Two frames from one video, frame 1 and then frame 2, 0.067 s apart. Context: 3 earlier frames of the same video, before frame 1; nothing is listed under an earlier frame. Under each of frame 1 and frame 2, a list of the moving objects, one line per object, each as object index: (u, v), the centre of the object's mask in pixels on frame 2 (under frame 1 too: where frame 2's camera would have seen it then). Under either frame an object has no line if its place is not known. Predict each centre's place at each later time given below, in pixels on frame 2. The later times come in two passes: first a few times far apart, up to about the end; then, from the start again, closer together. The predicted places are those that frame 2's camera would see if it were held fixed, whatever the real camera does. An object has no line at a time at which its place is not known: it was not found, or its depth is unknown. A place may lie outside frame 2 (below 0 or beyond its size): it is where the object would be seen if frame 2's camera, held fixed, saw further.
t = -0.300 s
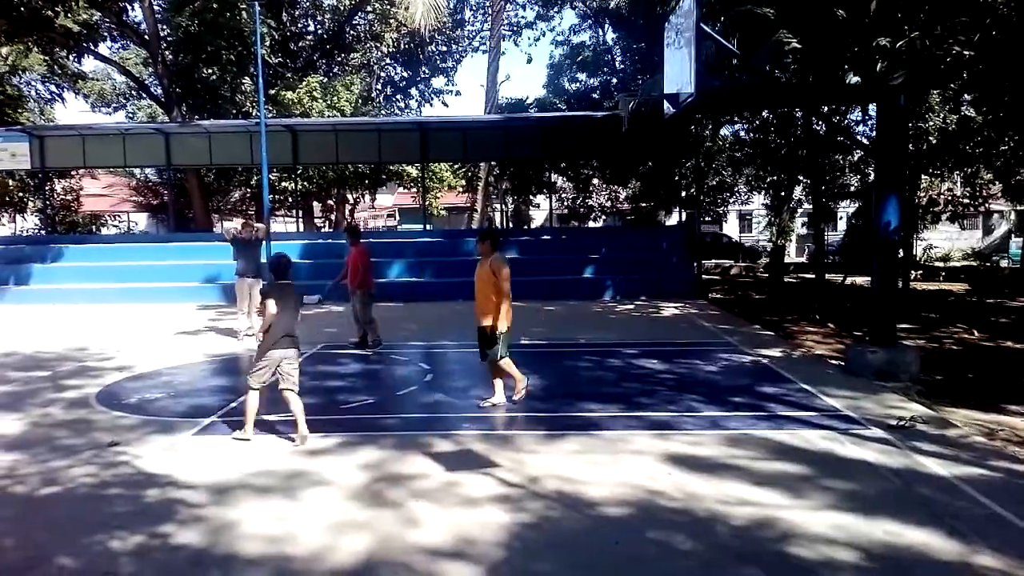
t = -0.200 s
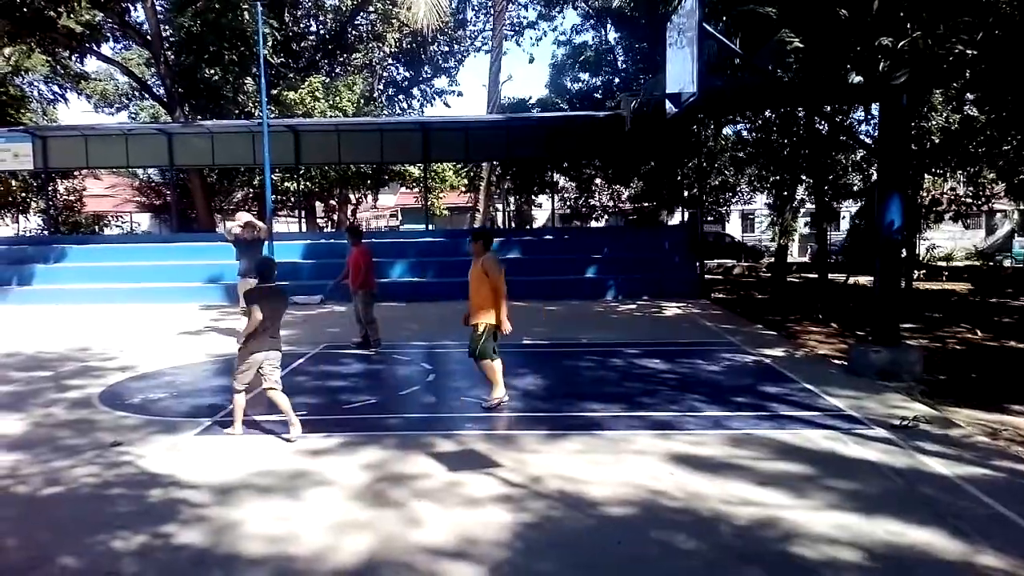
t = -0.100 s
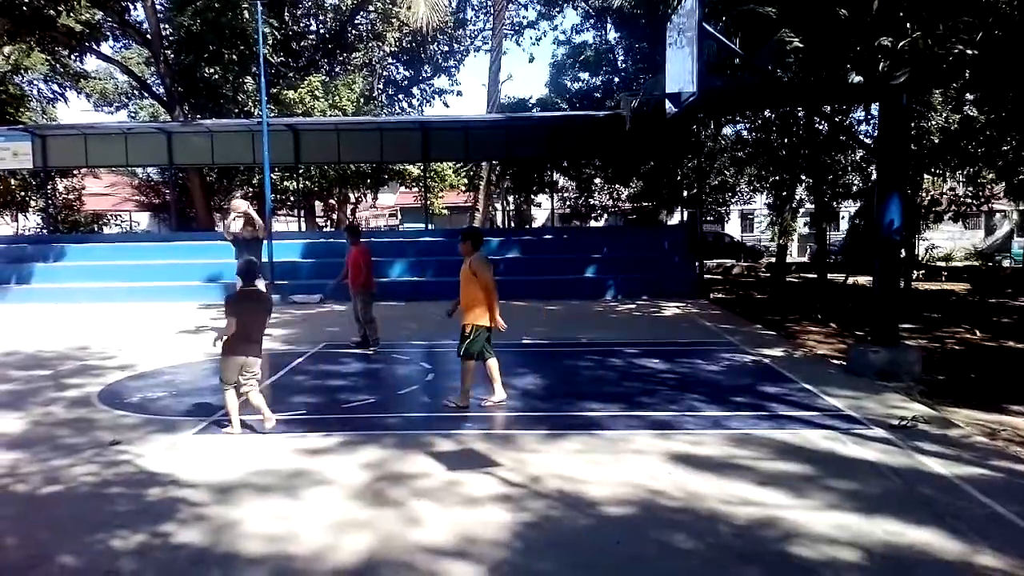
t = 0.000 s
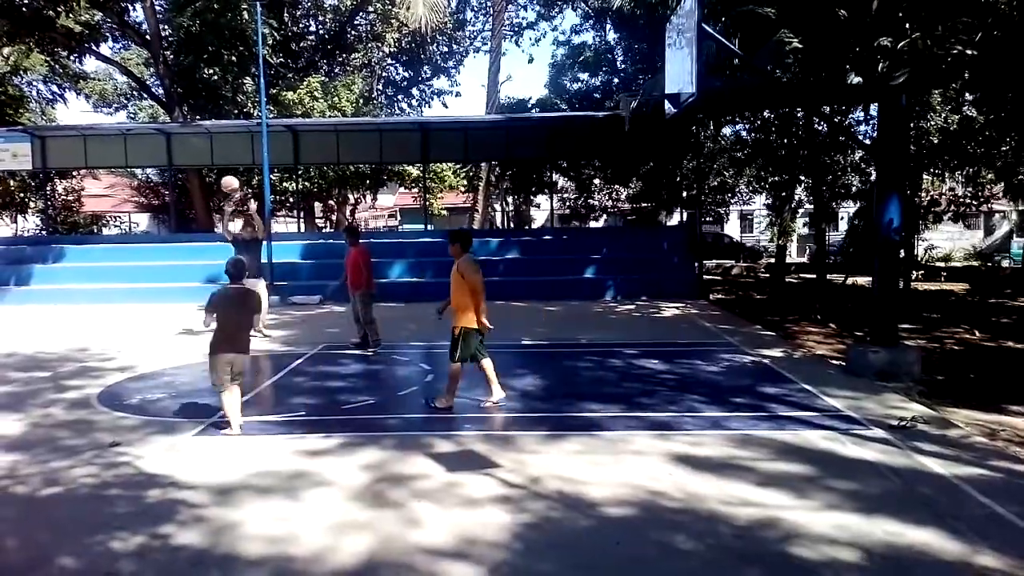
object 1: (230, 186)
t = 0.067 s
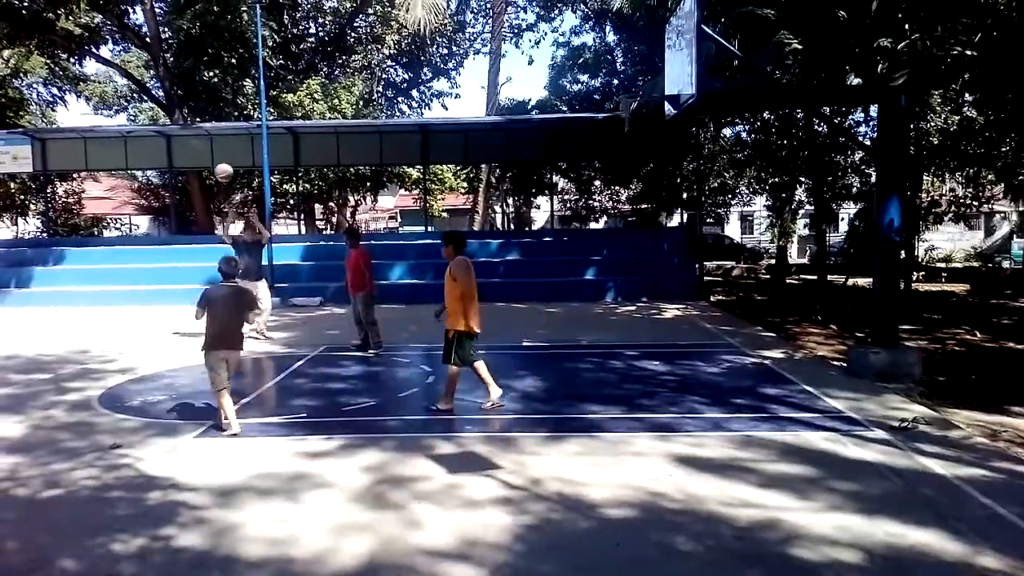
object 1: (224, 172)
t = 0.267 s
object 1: (204, 146)
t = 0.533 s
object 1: (175, 158)
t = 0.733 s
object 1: (151, 215)
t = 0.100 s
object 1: (220, 166)
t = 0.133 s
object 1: (217, 160)
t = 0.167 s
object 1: (214, 157)
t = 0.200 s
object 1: (210, 151)
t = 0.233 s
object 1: (207, 148)
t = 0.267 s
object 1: (204, 146)
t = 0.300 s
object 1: (200, 144)
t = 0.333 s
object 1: (197, 144)
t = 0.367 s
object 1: (193, 143)
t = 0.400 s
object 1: (190, 144)
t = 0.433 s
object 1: (186, 146)
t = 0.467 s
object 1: (182, 149)
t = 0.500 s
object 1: (178, 153)
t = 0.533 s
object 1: (175, 158)
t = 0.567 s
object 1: (171, 164)
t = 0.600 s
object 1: (167, 172)
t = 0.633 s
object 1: (164, 180)
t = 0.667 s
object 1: (160, 192)
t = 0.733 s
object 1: (151, 215)
